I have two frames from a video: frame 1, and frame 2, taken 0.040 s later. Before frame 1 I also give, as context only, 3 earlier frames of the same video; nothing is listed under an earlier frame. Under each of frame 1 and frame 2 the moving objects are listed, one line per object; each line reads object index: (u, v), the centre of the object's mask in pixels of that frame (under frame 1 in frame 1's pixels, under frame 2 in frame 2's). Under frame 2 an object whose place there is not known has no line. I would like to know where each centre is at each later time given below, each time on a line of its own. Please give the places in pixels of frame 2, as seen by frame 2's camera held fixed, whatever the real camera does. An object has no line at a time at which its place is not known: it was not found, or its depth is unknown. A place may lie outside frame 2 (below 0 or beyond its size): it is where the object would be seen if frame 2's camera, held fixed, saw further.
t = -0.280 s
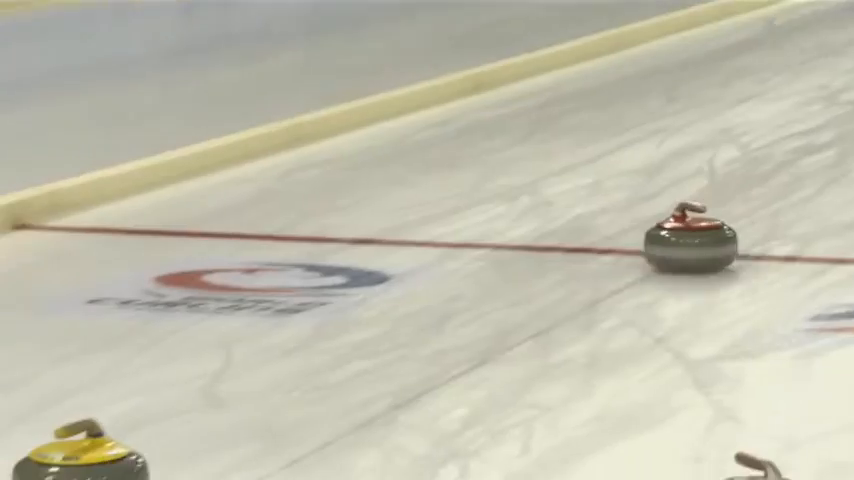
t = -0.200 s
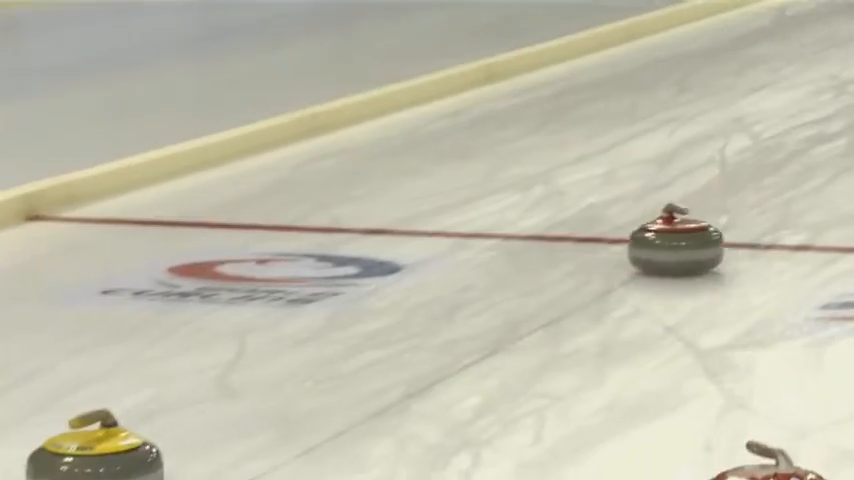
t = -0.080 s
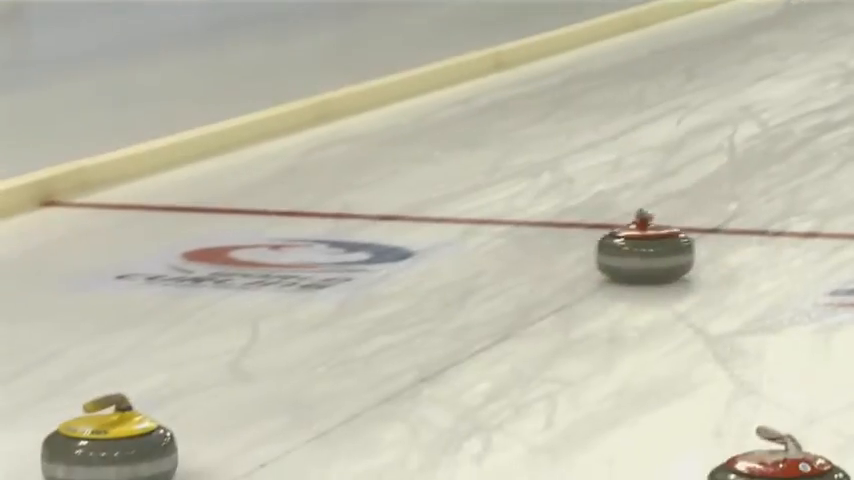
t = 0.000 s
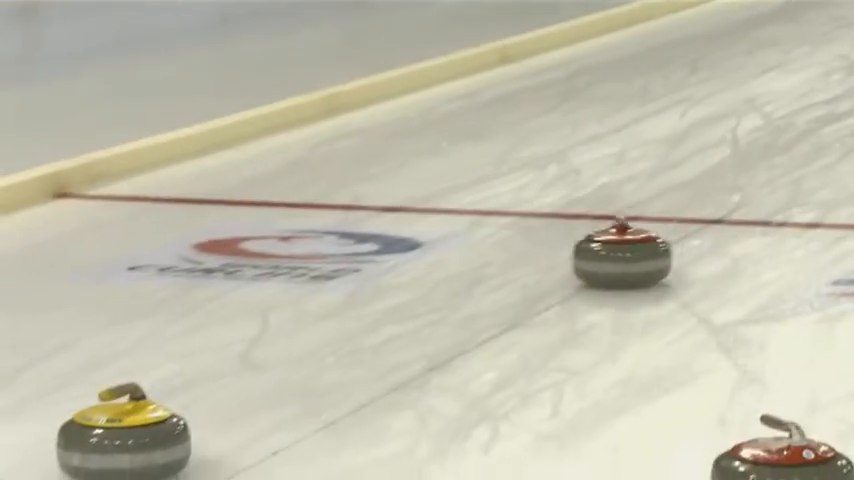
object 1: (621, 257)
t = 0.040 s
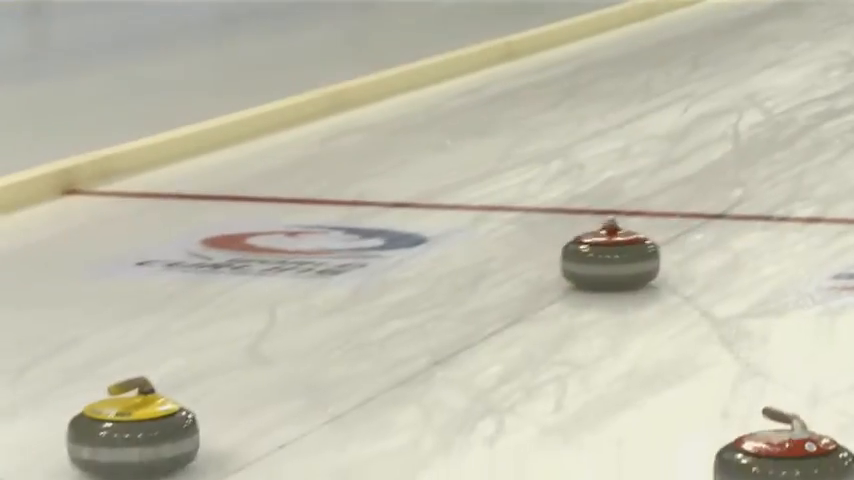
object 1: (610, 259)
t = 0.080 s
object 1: (596, 266)
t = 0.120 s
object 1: (581, 273)
